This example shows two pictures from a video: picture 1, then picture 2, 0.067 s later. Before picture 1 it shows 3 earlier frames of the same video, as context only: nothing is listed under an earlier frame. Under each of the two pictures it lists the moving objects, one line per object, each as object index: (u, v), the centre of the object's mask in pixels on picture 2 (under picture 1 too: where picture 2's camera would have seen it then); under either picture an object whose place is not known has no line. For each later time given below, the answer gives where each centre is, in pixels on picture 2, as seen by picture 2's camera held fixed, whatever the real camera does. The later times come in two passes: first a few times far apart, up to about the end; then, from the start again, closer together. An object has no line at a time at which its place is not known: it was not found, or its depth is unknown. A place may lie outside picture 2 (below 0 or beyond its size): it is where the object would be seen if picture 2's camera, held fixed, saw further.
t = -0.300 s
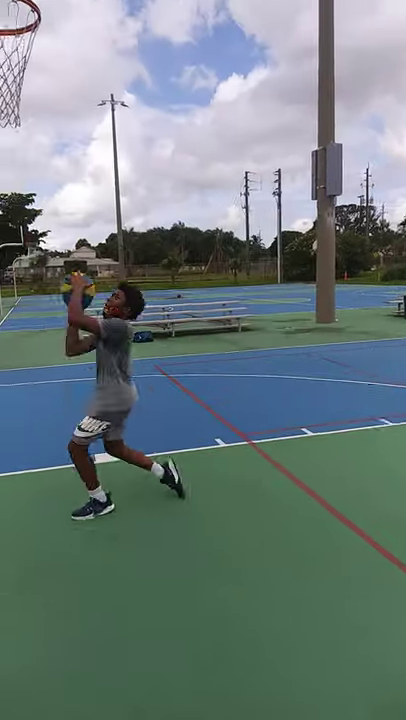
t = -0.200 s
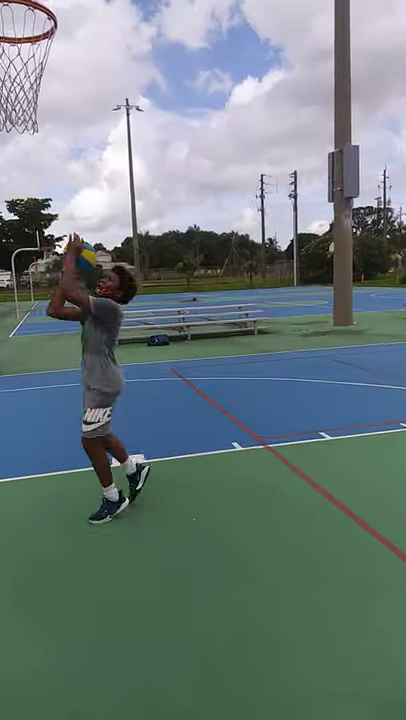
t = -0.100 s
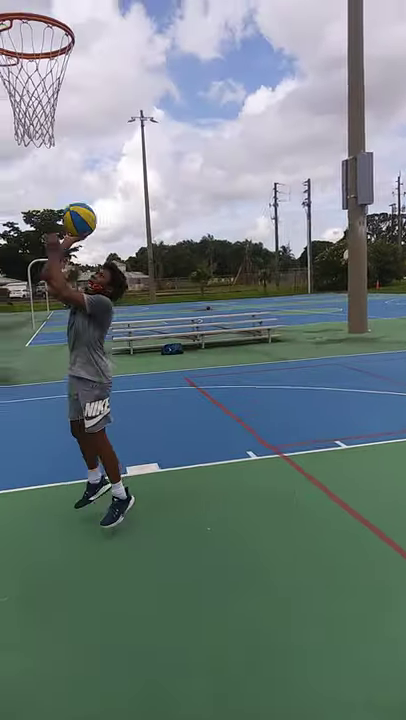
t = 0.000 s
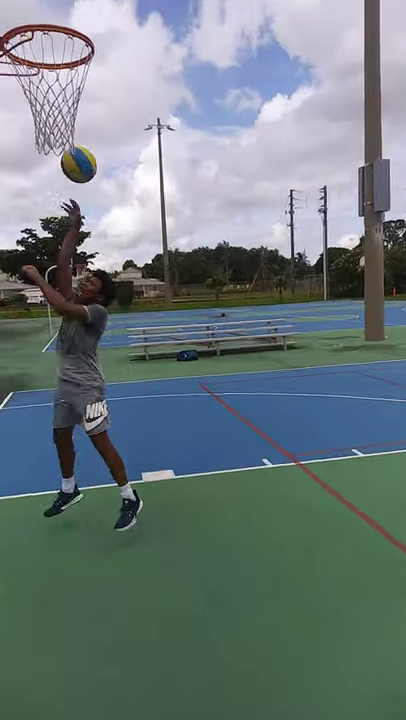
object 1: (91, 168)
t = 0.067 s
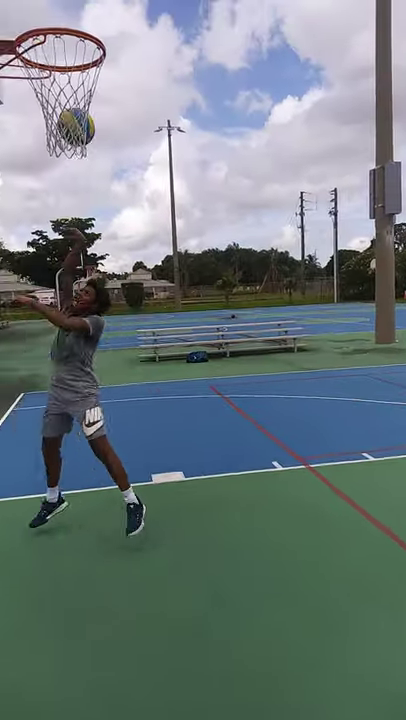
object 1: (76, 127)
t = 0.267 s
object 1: (33, 38)
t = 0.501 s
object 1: (30, 18)
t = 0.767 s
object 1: (82, 122)
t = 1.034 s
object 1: (132, 297)
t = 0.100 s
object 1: (68, 108)
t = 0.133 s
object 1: (62, 91)
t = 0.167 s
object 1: (55, 76)
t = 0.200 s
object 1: (47, 61)
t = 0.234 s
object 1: (42, 49)
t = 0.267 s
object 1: (33, 38)
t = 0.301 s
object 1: (23, 25)
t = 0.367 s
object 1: (12, 17)
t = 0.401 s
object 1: (17, 16)
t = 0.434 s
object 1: (22, 16)
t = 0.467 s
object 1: (26, 17)
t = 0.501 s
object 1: (30, 18)
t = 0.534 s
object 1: (37, 27)
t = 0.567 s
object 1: (43, 35)
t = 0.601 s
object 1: (49, 47)
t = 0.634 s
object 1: (56, 59)
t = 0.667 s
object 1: (62, 74)
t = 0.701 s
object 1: (69, 90)
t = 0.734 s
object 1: (74, 108)
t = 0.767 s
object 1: (82, 122)
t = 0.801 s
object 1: (87, 136)
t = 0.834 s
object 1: (92, 152)
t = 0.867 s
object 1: (98, 173)
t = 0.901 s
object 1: (105, 194)
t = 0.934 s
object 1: (112, 216)
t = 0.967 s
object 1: (120, 241)
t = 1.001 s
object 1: (124, 269)
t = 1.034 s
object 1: (132, 297)
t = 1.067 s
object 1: (137, 327)
